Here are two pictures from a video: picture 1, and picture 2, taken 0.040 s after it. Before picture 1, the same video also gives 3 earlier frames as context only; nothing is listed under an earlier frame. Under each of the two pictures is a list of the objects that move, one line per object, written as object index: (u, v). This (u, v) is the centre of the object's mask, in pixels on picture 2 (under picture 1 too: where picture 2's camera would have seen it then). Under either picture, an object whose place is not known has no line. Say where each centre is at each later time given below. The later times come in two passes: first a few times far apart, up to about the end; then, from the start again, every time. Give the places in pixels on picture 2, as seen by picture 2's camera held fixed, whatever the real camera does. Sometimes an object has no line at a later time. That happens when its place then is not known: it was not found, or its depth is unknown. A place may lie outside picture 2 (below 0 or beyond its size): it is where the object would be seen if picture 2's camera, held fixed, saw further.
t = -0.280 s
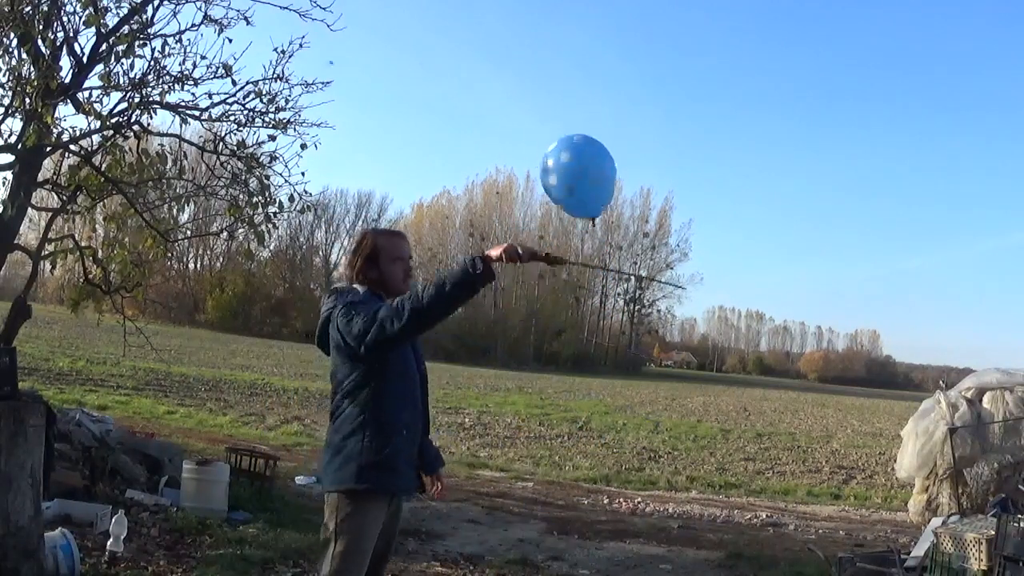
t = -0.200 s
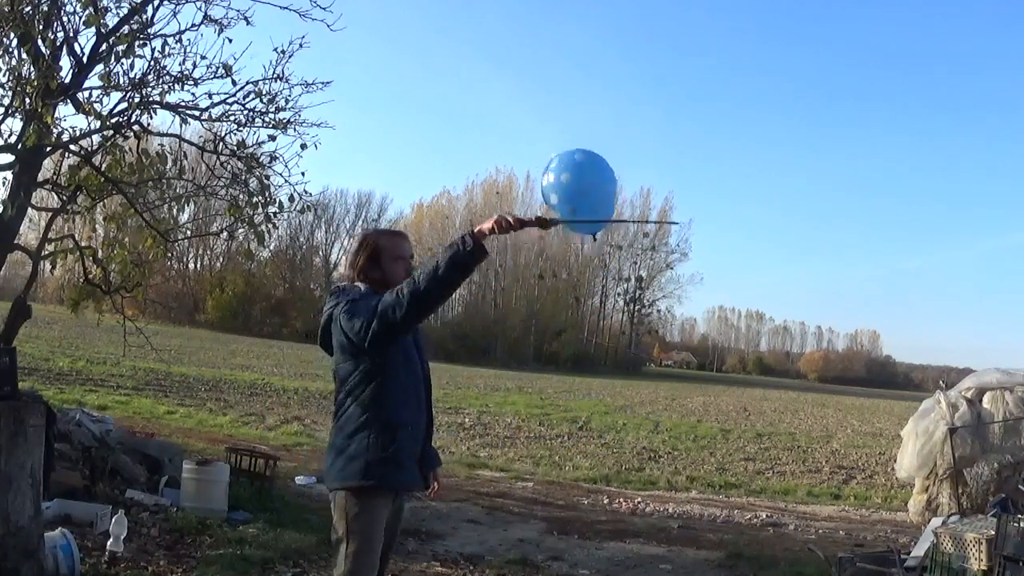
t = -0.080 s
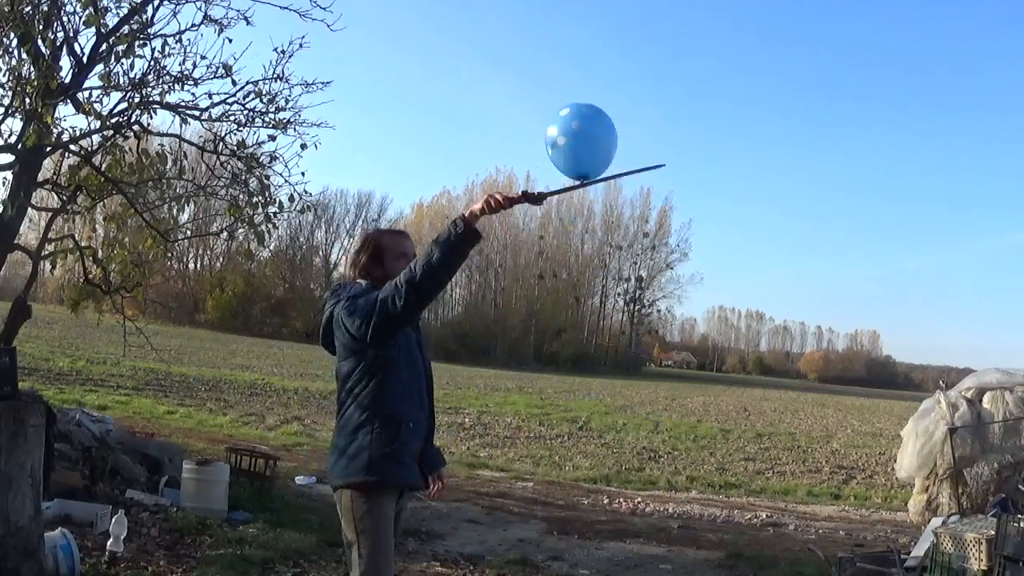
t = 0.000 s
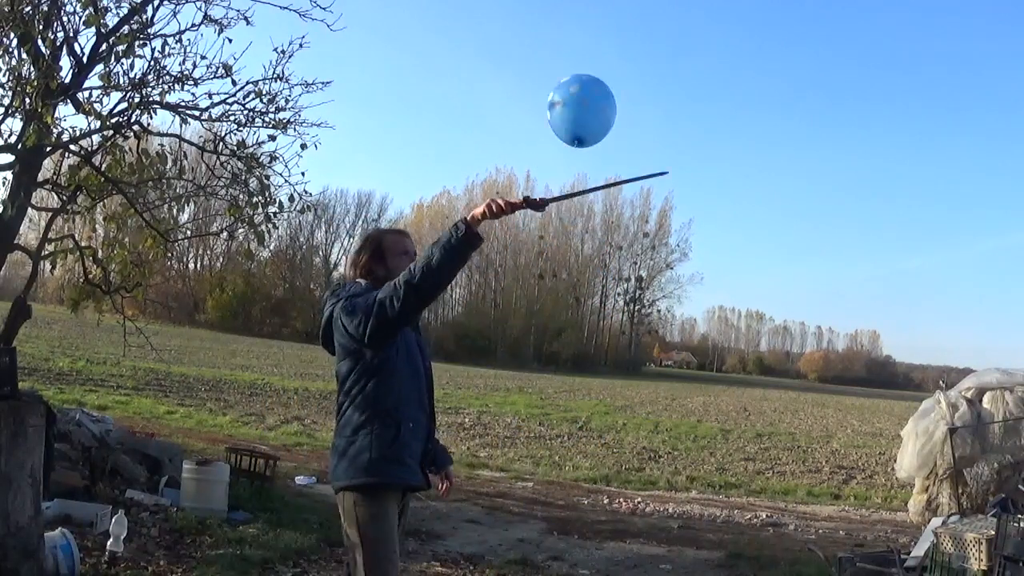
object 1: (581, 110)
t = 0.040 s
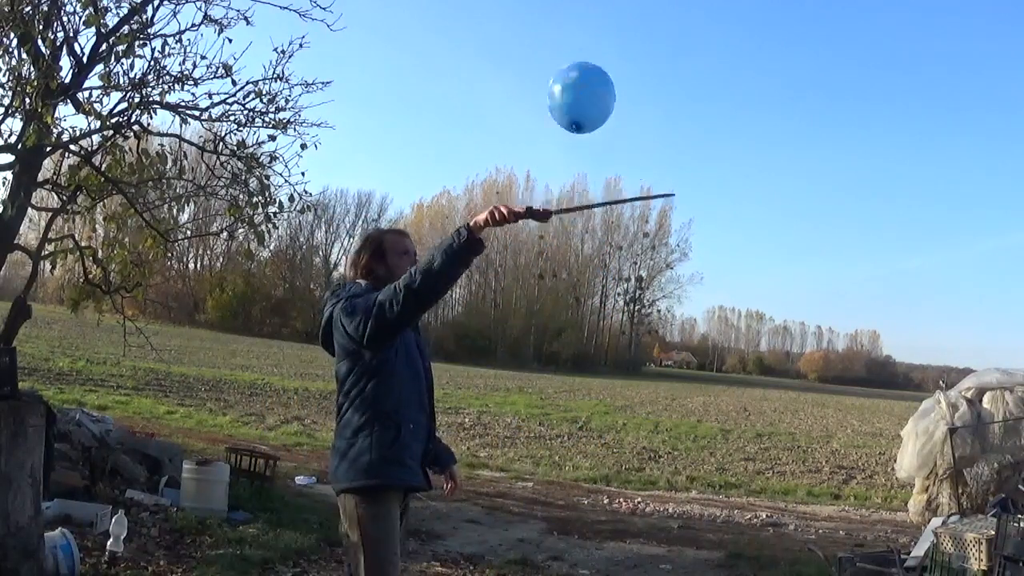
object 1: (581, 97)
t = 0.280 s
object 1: (580, 49)
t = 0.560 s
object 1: (578, 39)
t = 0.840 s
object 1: (575, 69)
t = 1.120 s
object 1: (575, 127)
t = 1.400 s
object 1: (581, 201)
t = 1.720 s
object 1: (603, 287)
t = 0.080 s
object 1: (581, 86)
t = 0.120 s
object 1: (580, 76)
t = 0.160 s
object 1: (580, 67)
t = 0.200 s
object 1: (580, 60)
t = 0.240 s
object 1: (580, 54)
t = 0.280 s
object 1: (580, 49)
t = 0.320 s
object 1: (580, 44)
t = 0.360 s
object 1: (580, 41)
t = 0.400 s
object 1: (579, 39)
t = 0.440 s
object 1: (579, 38)
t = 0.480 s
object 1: (579, 37)
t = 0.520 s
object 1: (579, 37)
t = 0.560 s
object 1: (578, 39)
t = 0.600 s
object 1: (578, 41)
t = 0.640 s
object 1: (577, 43)
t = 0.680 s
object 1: (577, 47)
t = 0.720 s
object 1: (576, 52)
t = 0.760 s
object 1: (576, 57)
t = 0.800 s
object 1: (575, 62)
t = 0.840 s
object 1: (575, 69)
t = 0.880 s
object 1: (575, 76)
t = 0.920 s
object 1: (574, 83)
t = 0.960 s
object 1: (574, 91)
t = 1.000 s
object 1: (574, 99)
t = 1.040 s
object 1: (574, 108)
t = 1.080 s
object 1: (575, 118)
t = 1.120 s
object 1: (575, 127)
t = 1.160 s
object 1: (575, 137)
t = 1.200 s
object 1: (575, 148)
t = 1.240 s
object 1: (576, 158)
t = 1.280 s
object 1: (577, 169)
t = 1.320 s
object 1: (578, 179)
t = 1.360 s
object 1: (580, 190)
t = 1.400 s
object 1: (581, 201)
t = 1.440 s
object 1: (583, 212)
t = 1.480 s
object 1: (585, 222)
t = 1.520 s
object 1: (588, 233)
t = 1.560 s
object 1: (591, 243)
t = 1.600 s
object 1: (593, 254)
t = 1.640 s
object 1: (596, 265)
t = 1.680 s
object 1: (600, 276)
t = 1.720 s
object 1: (603, 287)
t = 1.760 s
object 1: (606, 299)
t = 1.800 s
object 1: (609, 310)
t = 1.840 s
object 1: (613, 322)
